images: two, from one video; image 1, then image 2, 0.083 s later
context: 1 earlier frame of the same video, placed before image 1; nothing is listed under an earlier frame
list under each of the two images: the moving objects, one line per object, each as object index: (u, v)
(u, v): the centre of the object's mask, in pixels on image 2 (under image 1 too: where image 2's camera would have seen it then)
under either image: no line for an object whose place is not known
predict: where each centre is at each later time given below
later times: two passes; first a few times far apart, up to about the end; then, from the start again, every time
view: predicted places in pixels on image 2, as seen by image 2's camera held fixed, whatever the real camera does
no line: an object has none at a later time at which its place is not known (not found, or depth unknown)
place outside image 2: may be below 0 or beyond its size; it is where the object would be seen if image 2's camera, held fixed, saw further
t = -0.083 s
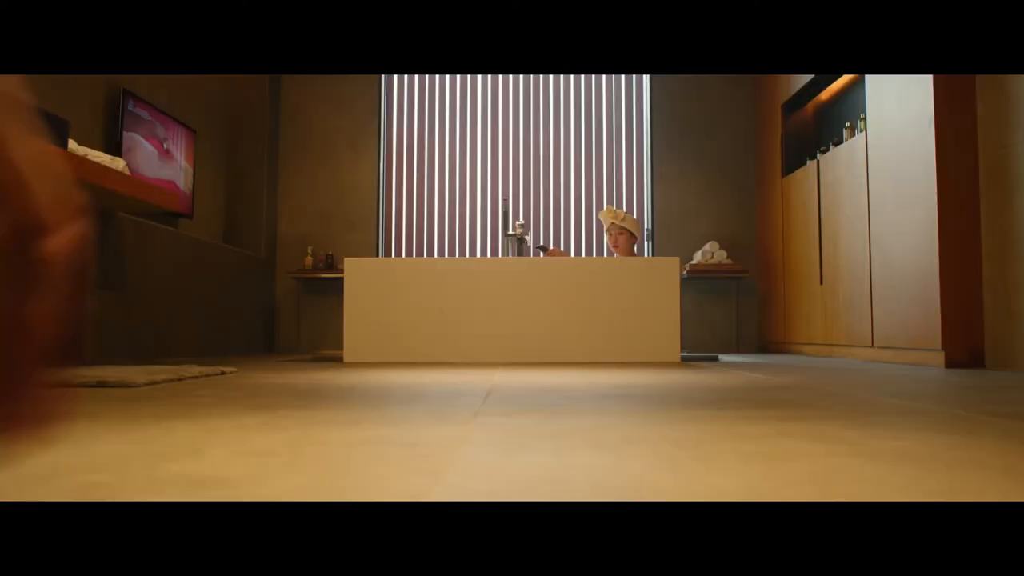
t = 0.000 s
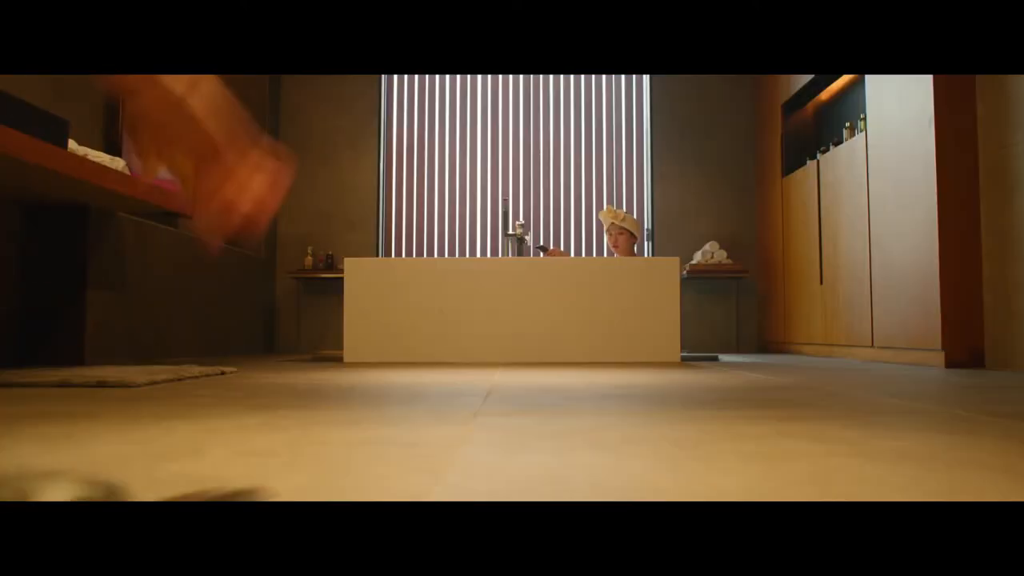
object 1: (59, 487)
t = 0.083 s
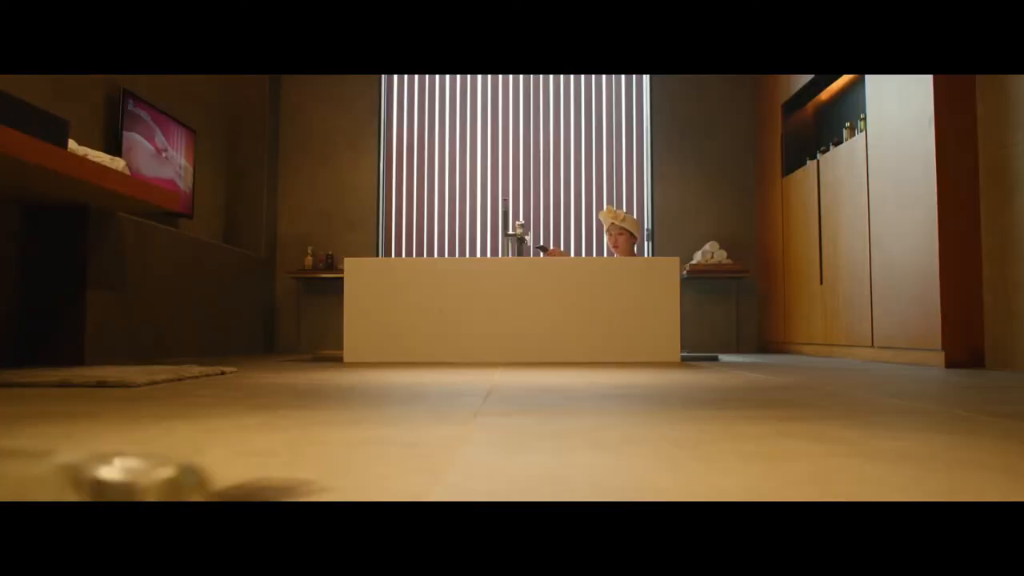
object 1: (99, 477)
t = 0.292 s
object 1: (169, 461)
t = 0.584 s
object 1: (311, 431)
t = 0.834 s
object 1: (381, 413)
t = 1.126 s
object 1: (437, 402)
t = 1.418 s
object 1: (477, 393)
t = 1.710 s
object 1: (504, 386)
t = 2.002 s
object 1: (526, 380)
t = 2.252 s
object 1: (540, 377)
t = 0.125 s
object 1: (115, 473)
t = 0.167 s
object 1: (131, 470)
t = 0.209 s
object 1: (142, 466)
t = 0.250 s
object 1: (153, 462)
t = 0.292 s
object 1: (169, 461)
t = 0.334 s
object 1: (197, 457)
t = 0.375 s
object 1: (222, 454)
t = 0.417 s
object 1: (243, 449)
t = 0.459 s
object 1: (263, 444)
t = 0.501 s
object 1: (279, 438)
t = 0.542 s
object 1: (296, 435)
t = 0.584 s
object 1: (311, 431)
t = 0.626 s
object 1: (324, 428)
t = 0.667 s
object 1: (337, 425)
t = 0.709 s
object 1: (349, 422)
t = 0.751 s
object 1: (361, 418)
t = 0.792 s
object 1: (371, 416)
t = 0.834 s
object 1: (381, 413)
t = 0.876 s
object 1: (391, 411)
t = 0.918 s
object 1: (400, 409)
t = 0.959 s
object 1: (407, 408)
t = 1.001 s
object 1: (416, 406)
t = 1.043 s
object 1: (424, 404)
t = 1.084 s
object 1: (431, 403)
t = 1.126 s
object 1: (437, 402)
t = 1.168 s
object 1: (444, 400)
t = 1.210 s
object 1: (450, 399)
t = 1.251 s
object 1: (456, 398)
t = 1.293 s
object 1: (462, 396)
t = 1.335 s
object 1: (467, 394)
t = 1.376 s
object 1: (472, 393)
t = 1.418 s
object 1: (477, 393)
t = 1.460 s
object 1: (481, 391)
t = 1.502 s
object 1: (485, 390)
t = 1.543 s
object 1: (489, 390)
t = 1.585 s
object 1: (494, 389)
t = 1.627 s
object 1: (498, 388)
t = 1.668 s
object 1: (501, 387)
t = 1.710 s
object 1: (504, 386)
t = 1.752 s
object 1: (508, 385)
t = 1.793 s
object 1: (511, 384)
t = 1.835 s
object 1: (514, 383)
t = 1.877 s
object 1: (517, 383)
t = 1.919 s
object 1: (520, 382)
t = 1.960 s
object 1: (523, 381)
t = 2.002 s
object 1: (526, 380)
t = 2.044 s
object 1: (529, 380)
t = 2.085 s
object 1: (531, 379)
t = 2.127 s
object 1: (533, 379)
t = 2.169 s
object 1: (536, 378)
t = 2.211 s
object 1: (538, 378)
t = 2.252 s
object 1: (540, 377)
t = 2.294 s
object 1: (542, 377)
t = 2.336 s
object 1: (544, 376)
